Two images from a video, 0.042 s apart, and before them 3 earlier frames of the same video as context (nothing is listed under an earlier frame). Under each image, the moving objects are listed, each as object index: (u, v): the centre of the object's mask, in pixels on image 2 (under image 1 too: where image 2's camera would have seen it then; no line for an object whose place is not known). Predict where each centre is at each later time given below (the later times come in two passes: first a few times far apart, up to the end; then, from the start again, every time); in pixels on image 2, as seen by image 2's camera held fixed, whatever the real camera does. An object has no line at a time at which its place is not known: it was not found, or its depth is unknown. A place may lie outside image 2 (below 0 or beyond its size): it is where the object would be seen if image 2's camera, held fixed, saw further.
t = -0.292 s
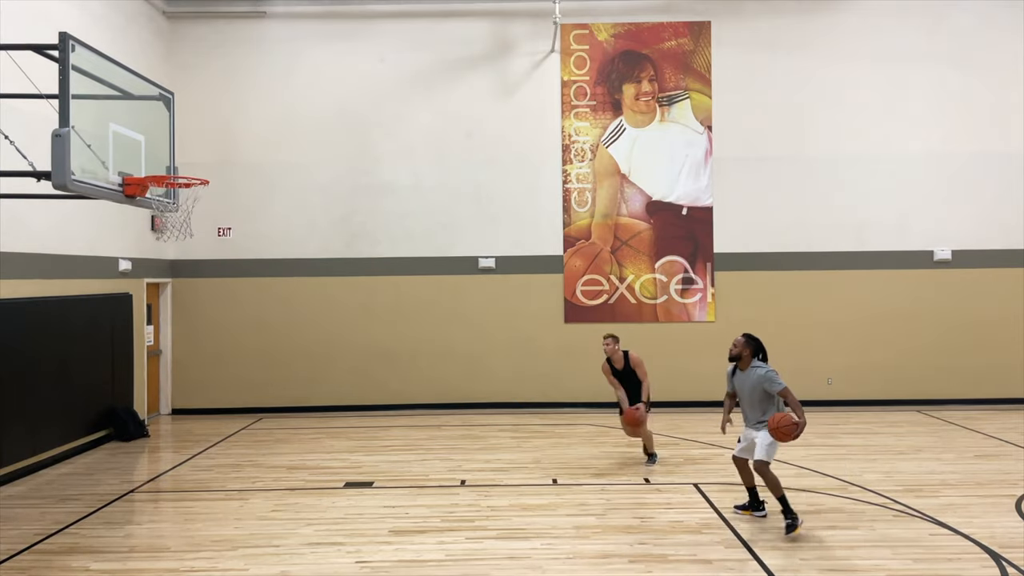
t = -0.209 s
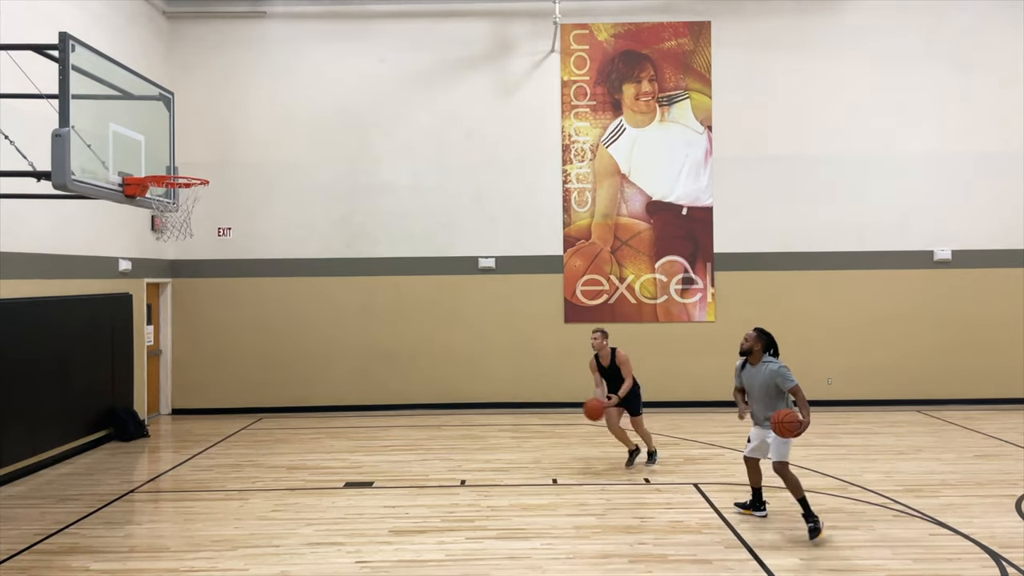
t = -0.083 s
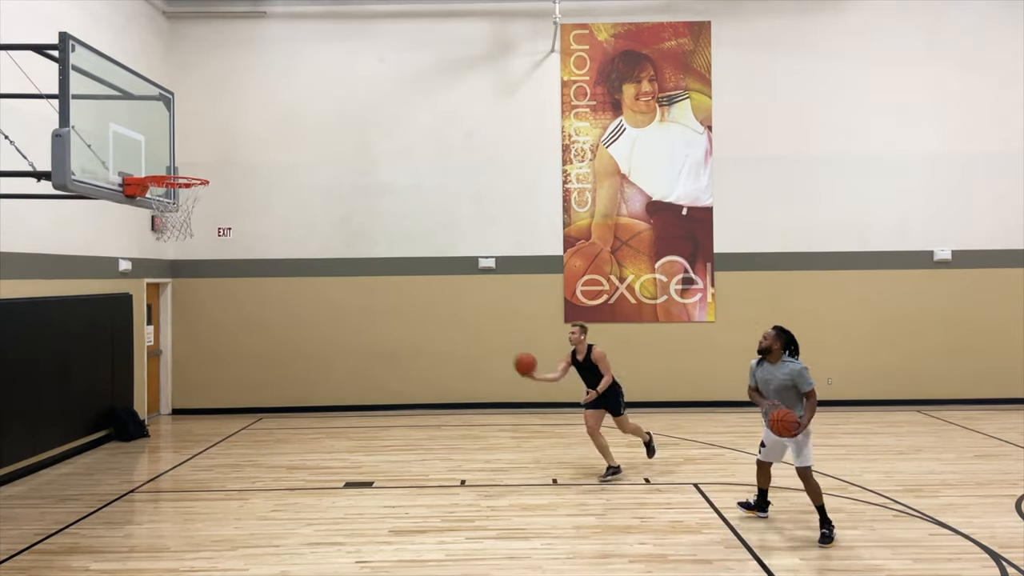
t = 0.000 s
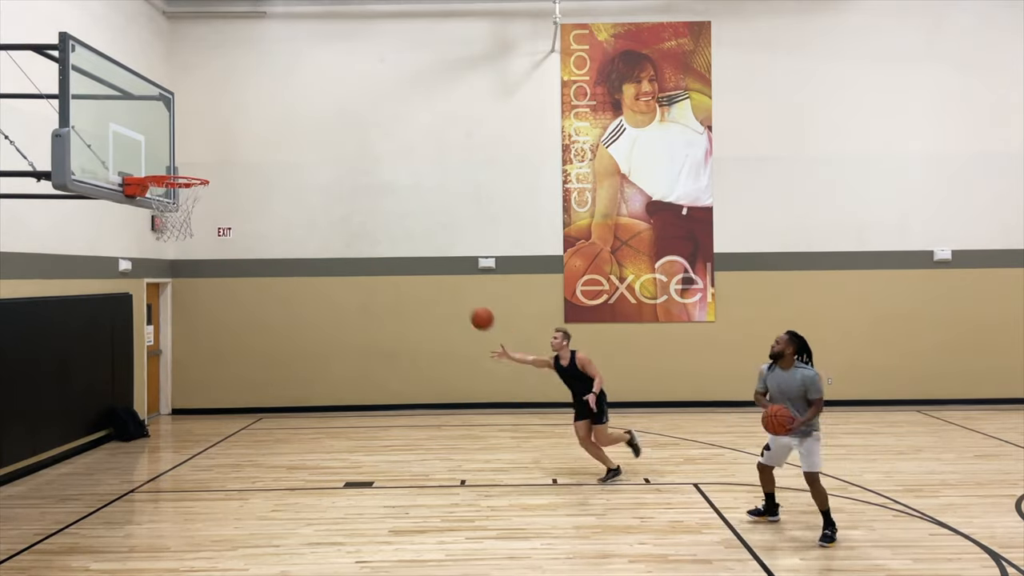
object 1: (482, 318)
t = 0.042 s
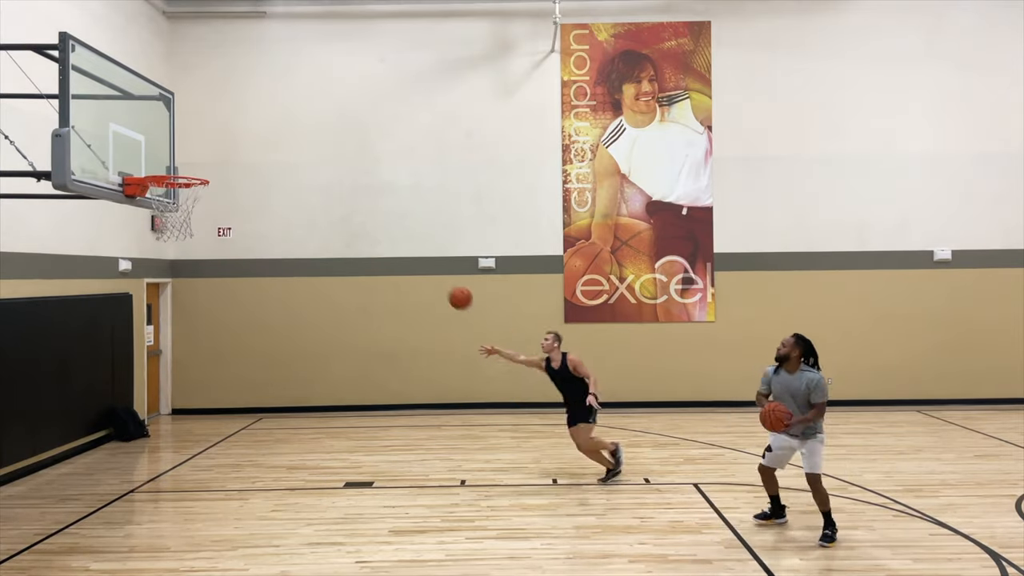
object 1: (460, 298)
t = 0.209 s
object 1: (368, 229)
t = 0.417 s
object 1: (244, 177)
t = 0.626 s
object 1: (205, 164)
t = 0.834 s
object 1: (290, 192)
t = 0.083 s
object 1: (438, 278)
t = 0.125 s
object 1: (415, 260)
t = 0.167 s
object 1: (392, 243)
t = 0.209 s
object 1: (368, 229)
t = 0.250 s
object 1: (344, 215)
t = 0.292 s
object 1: (320, 204)
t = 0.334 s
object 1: (295, 193)
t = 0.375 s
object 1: (270, 185)
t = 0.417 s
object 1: (244, 177)
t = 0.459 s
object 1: (217, 172)
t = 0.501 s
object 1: (191, 167)
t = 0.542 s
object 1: (172, 165)
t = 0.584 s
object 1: (189, 164)
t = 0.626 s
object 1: (205, 164)
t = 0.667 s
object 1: (222, 166)
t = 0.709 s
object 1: (238, 169)
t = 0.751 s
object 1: (255, 175)
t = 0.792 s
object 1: (273, 182)
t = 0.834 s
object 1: (290, 192)
